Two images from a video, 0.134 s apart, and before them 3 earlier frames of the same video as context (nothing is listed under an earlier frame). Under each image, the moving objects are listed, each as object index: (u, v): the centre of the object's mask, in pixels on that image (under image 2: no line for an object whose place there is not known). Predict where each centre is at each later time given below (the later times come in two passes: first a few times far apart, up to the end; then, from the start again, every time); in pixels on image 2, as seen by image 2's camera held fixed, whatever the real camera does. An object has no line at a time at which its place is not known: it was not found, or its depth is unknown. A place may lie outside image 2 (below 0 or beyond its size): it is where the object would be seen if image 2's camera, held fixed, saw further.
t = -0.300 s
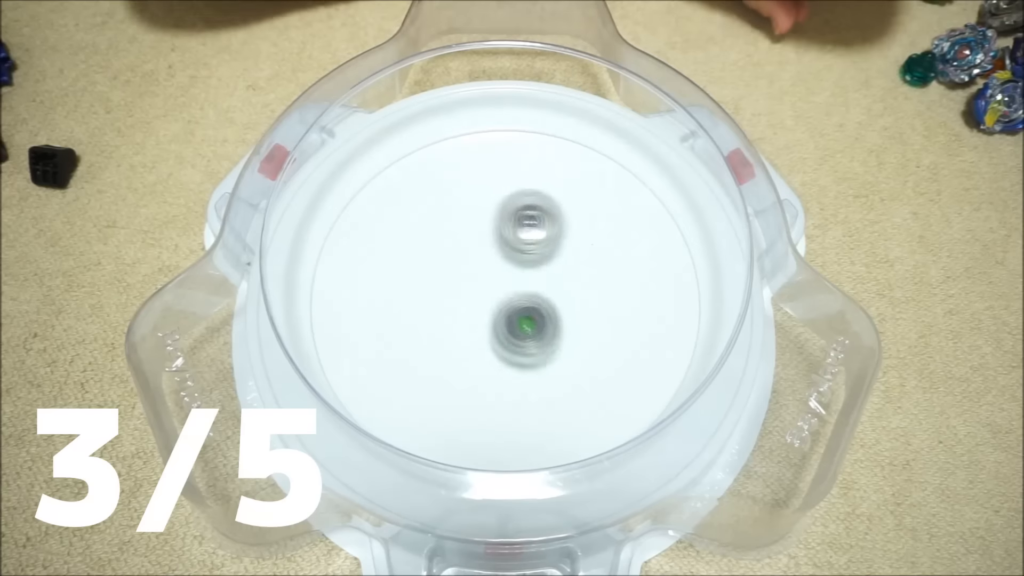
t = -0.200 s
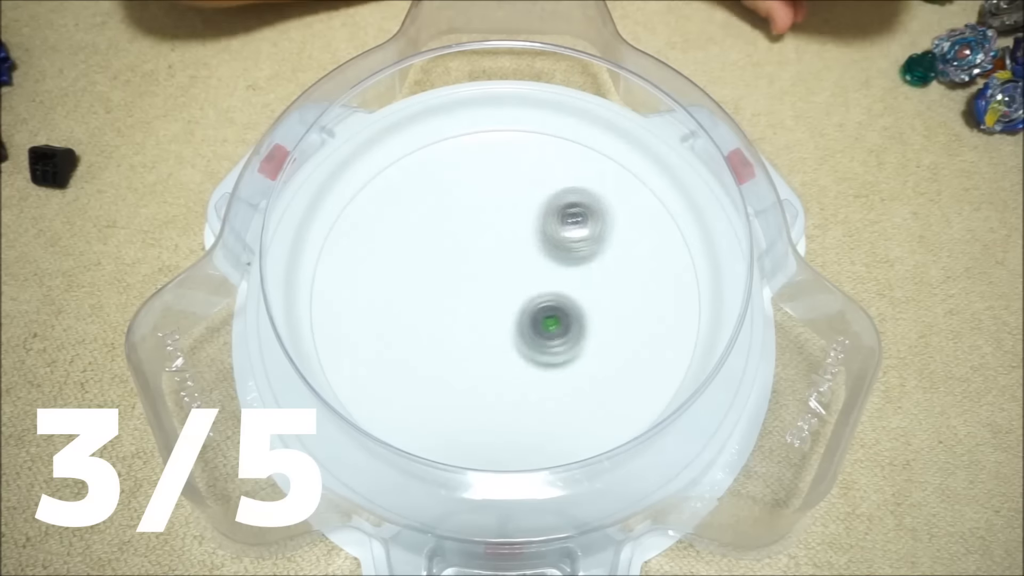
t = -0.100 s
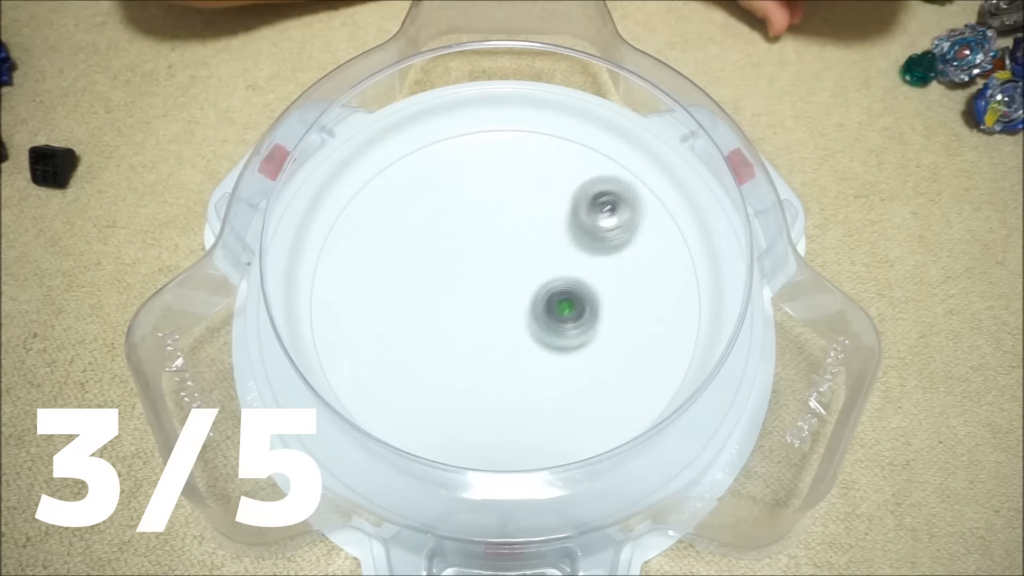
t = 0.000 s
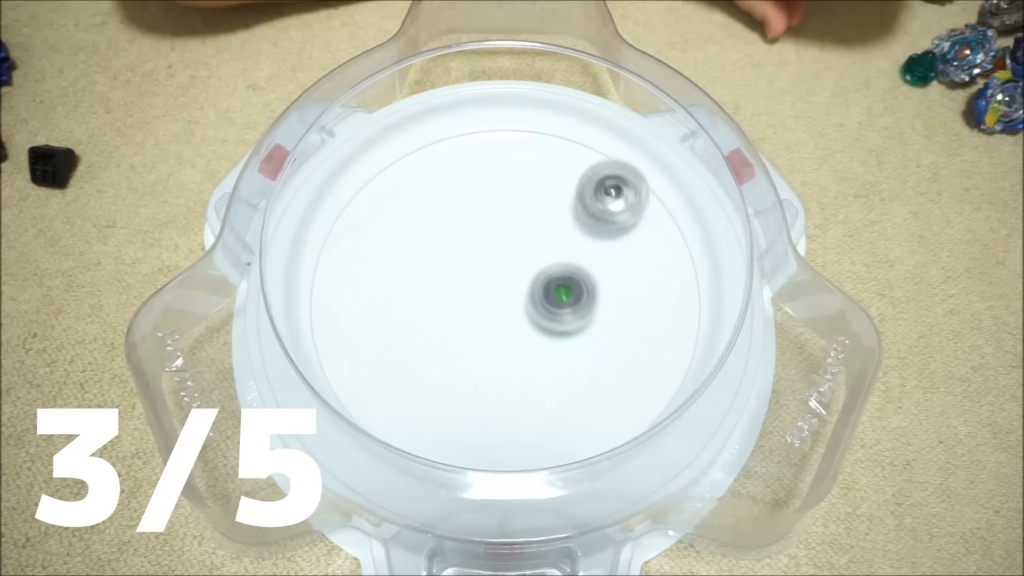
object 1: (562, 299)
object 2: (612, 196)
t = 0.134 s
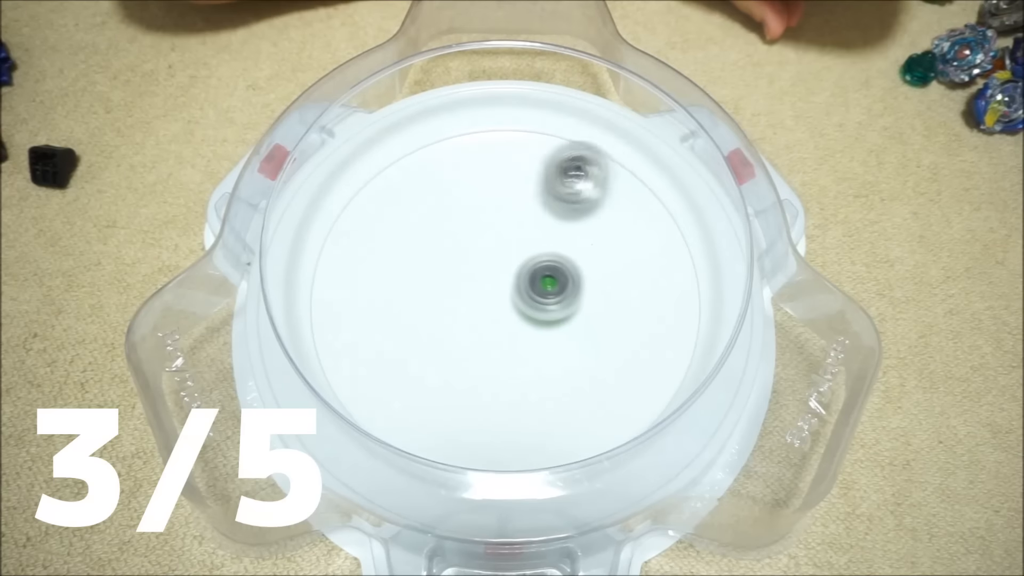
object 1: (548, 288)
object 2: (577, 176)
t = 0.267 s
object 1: (535, 294)
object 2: (509, 214)
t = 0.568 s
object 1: (562, 337)
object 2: (431, 334)
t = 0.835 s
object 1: (557, 321)
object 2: (618, 423)
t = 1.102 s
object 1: (511, 321)
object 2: (665, 222)
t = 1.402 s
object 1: (484, 333)
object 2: (385, 188)
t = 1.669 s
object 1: (467, 326)
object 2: (635, 414)
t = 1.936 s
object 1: (482, 281)
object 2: (348, 193)
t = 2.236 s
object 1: (502, 231)
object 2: (659, 257)
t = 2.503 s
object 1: (530, 257)
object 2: (331, 289)
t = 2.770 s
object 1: (557, 284)
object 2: (682, 225)
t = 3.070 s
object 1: (529, 323)
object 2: (405, 392)
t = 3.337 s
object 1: (491, 333)
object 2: (619, 198)
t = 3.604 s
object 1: (475, 312)
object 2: (367, 409)
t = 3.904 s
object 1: (495, 267)
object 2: (536, 179)
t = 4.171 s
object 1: (520, 257)
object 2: (418, 367)
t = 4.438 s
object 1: (535, 275)
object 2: (587, 182)
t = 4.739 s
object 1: (526, 315)
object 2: (505, 406)
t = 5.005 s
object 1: (499, 324)
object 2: (533, 210)
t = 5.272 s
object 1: (482, 305)
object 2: (449, 395)
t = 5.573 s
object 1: (505, 259)
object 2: (527, 188)
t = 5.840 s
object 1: (517, 248)
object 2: (500, 366)
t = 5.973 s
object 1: (526, 268)
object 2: (618, 312)
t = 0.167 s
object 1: (544, 289)
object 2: (560, 178)
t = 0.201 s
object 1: (541, 290)
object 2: (542, 186)
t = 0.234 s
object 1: (538, 291)
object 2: (525, 198)
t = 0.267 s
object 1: (535, 294)
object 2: (509, 214)
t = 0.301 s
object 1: (533, 298)
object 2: (494, 234)
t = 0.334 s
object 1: (537, 313)
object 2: (478, 244)
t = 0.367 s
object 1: (542, 326)
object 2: (460, 250)
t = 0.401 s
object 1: (546, 332)
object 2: (445, 258)
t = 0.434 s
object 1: (549, 335)
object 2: (434, 269)
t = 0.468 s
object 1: (553, 336)
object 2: (427, 282)
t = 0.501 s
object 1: (556, 337)
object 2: (424, 297)
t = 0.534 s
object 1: (559, 337)
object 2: (426, 314)
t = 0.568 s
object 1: (562, 337)
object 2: (431, 334)
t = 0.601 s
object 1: (563, 336)
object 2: (441, 354)
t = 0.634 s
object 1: (564, 335)
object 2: (455, 374)
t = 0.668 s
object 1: (566, 333)
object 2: (476, 394)
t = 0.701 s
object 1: (566, 331)
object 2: (501, 411)
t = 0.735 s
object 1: (565, 328)
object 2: (529, 423)
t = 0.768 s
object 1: (563, 325)
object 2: (560, 429)
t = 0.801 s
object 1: (560, 323)
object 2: (587, 427)
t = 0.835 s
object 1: (557, 321)
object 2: (618, 423)
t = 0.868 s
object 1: (552, 317)
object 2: (644, 412)
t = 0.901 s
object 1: (545, 315)
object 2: (661, 395)
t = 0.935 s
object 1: (539, 315)
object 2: (672, 367)
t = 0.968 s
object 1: (532, 315)
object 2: (682, 341)
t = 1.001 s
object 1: (525, 316)
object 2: (688, 314)
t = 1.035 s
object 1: (520, 317)
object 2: (688, 284)
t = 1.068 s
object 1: (515, 319)
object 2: (681, 251)
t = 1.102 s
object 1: (511, 321)
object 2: (665, 222)
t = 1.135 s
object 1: (507, 323)
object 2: (645, 200)
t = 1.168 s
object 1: (504, 325)
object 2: (620, 179)
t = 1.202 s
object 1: (501, 327)
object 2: (590, 166)
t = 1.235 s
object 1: (498, 328)
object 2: (557, 156)
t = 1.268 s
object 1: (495, 329)
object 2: (521, 152)
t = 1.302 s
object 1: (492, 330)
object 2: (484, 152)
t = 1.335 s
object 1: (489, 331)
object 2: (450, 160)
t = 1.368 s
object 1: (486, 332)
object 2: (415, 171)
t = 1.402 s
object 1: (484, 333)
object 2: (385, 188)
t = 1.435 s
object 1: (482, 333)
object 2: (356, 206)
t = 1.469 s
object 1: (477, 334)
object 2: (311, 257)
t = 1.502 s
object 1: (473, 335)
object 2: (318, 327)
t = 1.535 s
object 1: (473, 336)
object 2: (345, 392)
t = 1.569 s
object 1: (471, 335)
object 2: (410, 445)
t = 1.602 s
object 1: (469, 333)
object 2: (492, 452)
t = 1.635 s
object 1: (468, 330)
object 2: (574, 457)
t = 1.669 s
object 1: (467, 326)
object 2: (635, 414)
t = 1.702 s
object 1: (467, 321)
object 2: (674, 351)
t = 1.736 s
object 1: (468, 316)
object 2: (670, 286)
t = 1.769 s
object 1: (469, 310)
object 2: (643, 222)
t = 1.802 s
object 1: (470, 305)
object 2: (595, 175)
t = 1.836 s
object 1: (472, 300)
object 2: (533, 145)
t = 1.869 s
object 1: (475, 294)
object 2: (465, 130)
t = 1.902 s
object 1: (478, 287)
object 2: (400, 146)
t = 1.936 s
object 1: (482, 281)
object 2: (348, 193)
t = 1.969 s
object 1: (486, 274)
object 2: (317, 258)
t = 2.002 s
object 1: (490, 268)
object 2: (318, 330)
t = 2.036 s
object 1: (494, 261)
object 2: (351, 392)
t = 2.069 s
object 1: (497, 254)
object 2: (412, 440)
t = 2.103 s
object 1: (500, 247)
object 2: (489, 446)
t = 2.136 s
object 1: (501, 241)
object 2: (561, 434)
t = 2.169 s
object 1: (502, 236)
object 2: (621, 390)
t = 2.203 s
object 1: (502, 233)
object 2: (654, 325)
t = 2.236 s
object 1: (502, 231)
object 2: (659, 257)
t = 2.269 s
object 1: (503, 229)
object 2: (645, 194)
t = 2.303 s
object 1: (503, 230)
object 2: (608, 142)
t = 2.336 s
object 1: (505, 233)
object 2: (541, 125)
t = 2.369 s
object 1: (508, 238)
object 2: (475, 124)
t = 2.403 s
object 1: (513, 243)
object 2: (412, 144)
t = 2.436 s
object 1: (518, 248)
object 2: (361, 183)
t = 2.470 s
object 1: (524, 253)
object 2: (331, 234)
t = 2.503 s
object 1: (530, 257)
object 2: (331, 289)
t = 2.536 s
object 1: (535, 262)
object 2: (356, 344)
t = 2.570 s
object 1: (540, 266)
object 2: (407, 389)
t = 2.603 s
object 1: (545, 269)
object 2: (479, 415)
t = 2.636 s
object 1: (549, 273)
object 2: (559, 412)
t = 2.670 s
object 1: (553, 275)
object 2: (624, 385)
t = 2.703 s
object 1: (555, 278)
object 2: (671, 339)
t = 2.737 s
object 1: (556, 281)
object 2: (694, 281)
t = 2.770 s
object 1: (557, 284)
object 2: (682, 225)
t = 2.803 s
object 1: (556, 288)
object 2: (641, 177)
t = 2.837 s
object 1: (555, 292)
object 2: (590, 139)
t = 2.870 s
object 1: (552, 296)
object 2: (531, 125)
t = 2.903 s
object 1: (549, 301)
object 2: (468, 135)
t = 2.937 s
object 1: (545, 307)
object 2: (419, 165)
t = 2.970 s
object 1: (541, 312)
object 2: (384, 210)
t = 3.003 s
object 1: (537, 317)
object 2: (370, 267)
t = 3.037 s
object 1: (533, 320)
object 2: (375, 329)
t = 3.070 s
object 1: (529, 323)
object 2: (405, 392)
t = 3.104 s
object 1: (524, 326)
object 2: (458, 433)
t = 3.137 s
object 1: (519, 328)
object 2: (525, 445)
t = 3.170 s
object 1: (514, 330)
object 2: (598, 448)
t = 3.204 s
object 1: (510, 331)
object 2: (649, 406)
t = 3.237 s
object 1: (505, 332)
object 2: (680, 350)
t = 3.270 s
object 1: (500, 333)
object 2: (686, 290)
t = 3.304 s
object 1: (495, 333)
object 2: (664, 237)
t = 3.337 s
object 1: (491, 333)
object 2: (619, 198)
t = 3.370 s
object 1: (488, 332)
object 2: (560, 176)
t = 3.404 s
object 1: (485, 330)
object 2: (501, 172)
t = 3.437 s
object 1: (482, 329)
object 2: (445, 186)
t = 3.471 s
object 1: (479, 326)
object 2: (402, 213)
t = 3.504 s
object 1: (477, 323)
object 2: (368, 257)
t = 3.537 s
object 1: (476, 319)
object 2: (347, 309)
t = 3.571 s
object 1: (475, 316)
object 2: (343, 367)
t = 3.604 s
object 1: (475, 312)
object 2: (367, 409)
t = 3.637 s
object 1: (476, 307)
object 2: (417, 444)
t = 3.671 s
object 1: (477, 302)
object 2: (484, 445)
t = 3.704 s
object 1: (479, 296)
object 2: (547, 436)
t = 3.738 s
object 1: (482, 290)
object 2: (596, 402)
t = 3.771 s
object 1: (486, 283)
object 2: (622, 353)
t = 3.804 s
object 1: (489, 276)
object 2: (626, 297)
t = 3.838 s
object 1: (492, 271)
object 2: (610, 248)
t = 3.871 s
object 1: (493, 269)
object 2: (579, 207)
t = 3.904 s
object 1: (495, 267)
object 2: (536, 179)
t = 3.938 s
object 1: (497, 265)
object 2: (491, 168)
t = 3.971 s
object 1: (500, 263)
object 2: (446, 166)
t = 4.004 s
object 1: (504, 261)
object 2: (410, 180)
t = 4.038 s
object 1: (507, 260)
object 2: (382, 204)
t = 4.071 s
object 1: (511, 259)
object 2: (368, 238)
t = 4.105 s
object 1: (514, 258)
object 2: (367, 280)
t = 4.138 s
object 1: (517, 257)
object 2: (383, 326)
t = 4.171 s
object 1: (520, 257)
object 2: (418, 367)
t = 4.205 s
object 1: (523, 258)
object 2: (466, 389)
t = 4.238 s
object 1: (525, 259)
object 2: (518, 390)
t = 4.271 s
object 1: (528, 260)
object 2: (571, 370)
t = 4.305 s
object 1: (530, 261)
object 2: (613, 333)
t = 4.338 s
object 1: (531, 264)
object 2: (633, 290)
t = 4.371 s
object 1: (533, 267)
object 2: (634, 250)
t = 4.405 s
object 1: (534, 271)
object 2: (618, 209)
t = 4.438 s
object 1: (535, 275)
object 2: (587, 182)
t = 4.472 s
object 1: (536, 279)
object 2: (549, 168)
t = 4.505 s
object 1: (536, 284)
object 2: (503, 169)
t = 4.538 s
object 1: (536, 289)
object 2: (462, 186)
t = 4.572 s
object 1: (535, 294)
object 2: (434, 216)
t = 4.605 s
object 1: (534, 298)
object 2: (421, 254)
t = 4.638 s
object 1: (532, 303)
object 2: (421, 305)
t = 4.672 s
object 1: (531, 308)
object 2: (438, 351)
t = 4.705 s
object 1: (529, 311)
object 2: (467, 389)
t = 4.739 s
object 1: (526, 315)
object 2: (505, 406)
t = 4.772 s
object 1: (524, 317)
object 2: (548, 407)
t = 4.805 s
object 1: (521, 320)
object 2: (588, 392)
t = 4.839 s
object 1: (518, 322)
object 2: (618, 363)
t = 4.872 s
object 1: (515, 323)
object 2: (631, 326)
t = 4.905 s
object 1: (511, 324)
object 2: (628, 284)
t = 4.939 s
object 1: (507, 325)
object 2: (606, 249)
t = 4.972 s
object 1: (503, 324)
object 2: (571, 222)
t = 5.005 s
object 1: (499, 324)
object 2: (533, 210)
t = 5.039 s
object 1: (496, 323)
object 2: (492, 208)
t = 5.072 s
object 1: (492, 321)
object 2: (457, 219)
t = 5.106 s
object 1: (489, 319)
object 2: (430, 238)
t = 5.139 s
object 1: (487, 317)
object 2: (411, 265)
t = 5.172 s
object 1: (485, 314)
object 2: (398, 299)
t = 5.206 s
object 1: (483, 312)
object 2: (397, 336)
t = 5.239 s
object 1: (482, 309)
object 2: (414, 374)
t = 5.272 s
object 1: (482, 305)
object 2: (449, 395)
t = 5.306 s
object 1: (482, 301)
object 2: (493, 400)
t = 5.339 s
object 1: (483, 297)
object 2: (533, 386)
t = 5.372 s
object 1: (485, 293)
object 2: (566, 360)
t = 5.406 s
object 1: (487, 288)
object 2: (586, 329)
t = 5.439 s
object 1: (491, 282)
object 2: (594, 292)
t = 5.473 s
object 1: (494, 276)
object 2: (591, 260)
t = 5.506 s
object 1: (498, 270)
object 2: (578, 232)
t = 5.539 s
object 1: (502, 265)
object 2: (557, 205)
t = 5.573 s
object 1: (505, 259)
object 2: (527, 188)
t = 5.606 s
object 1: (508, 254)
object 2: (494, 182)
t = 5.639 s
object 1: (510, 251)
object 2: (460, 187)
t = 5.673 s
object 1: (512, 248)
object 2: (434, 210)
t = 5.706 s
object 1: (513, 246)
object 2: (422, 240)
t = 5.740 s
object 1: (514, 245)
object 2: (422, 276)
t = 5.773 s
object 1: (515, 245)
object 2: (436, 315)
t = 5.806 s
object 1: (516, 246)
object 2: (462, 346)
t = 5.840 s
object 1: (517, 248)
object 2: (500, 366)
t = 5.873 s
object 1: (519, 251)
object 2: (536, 369)
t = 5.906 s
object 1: (521, 256)
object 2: (572, 358)
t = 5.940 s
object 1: (523, 262)
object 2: (600, 338)
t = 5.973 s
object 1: (526, 268)
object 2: (618, 312)
